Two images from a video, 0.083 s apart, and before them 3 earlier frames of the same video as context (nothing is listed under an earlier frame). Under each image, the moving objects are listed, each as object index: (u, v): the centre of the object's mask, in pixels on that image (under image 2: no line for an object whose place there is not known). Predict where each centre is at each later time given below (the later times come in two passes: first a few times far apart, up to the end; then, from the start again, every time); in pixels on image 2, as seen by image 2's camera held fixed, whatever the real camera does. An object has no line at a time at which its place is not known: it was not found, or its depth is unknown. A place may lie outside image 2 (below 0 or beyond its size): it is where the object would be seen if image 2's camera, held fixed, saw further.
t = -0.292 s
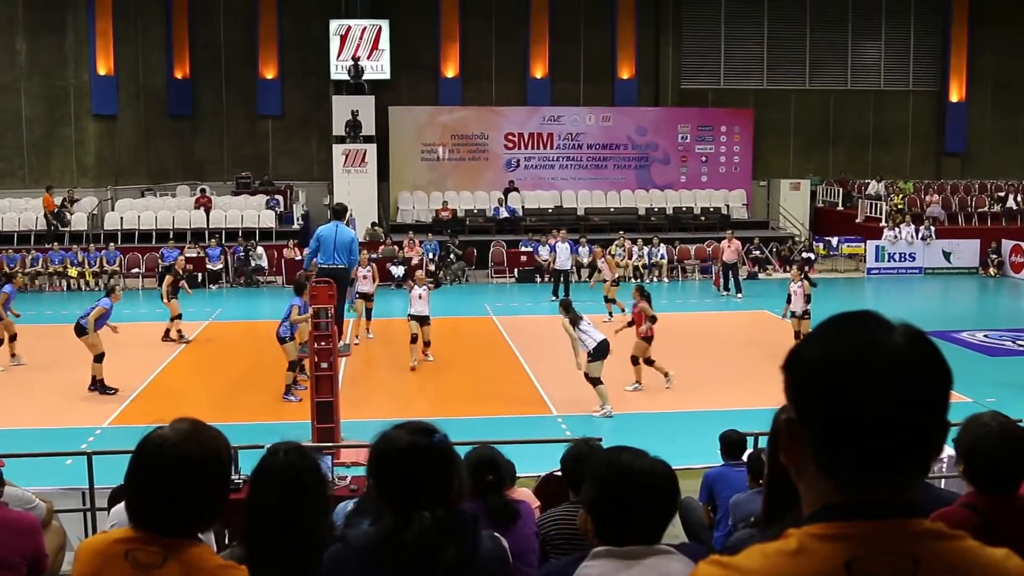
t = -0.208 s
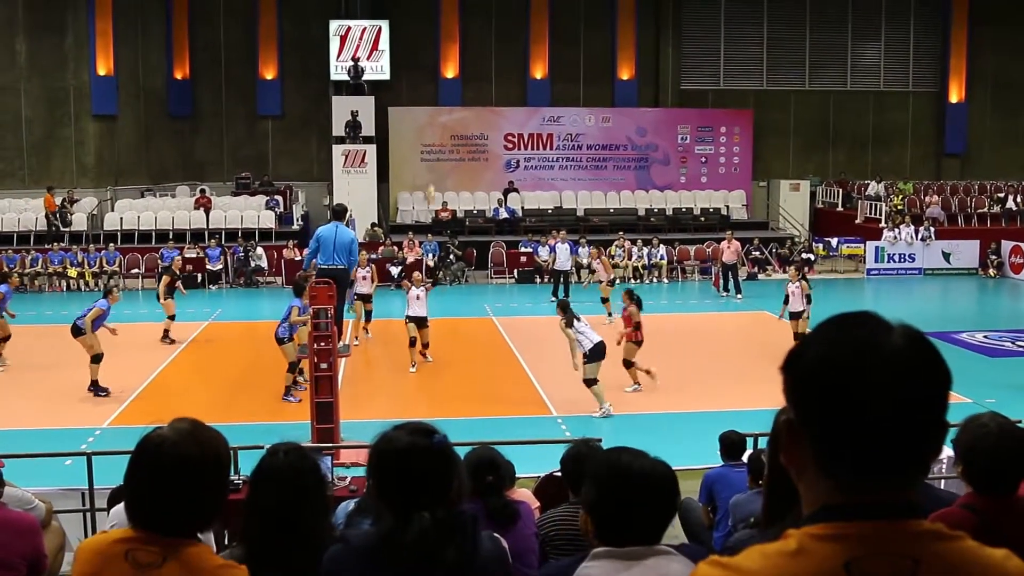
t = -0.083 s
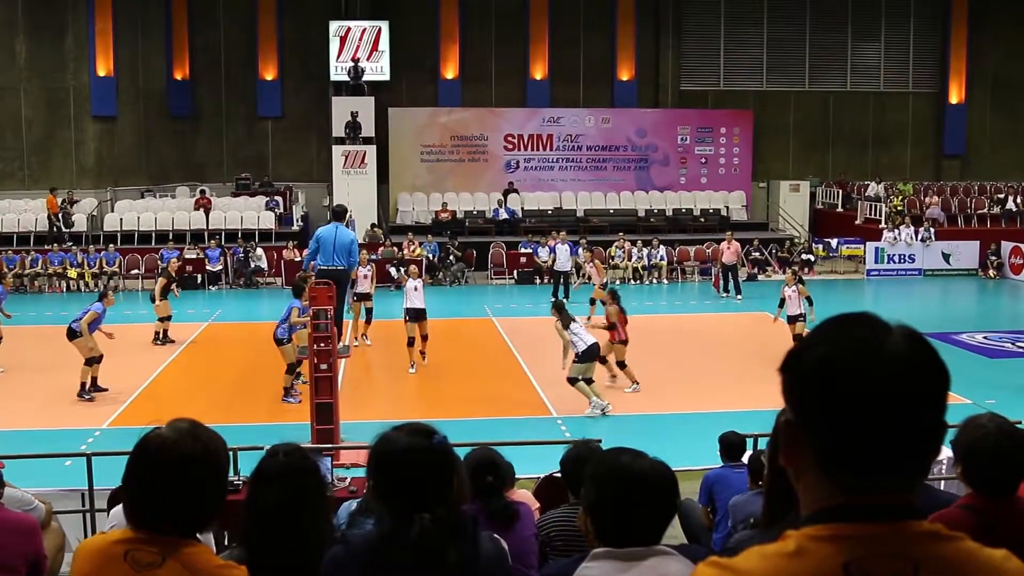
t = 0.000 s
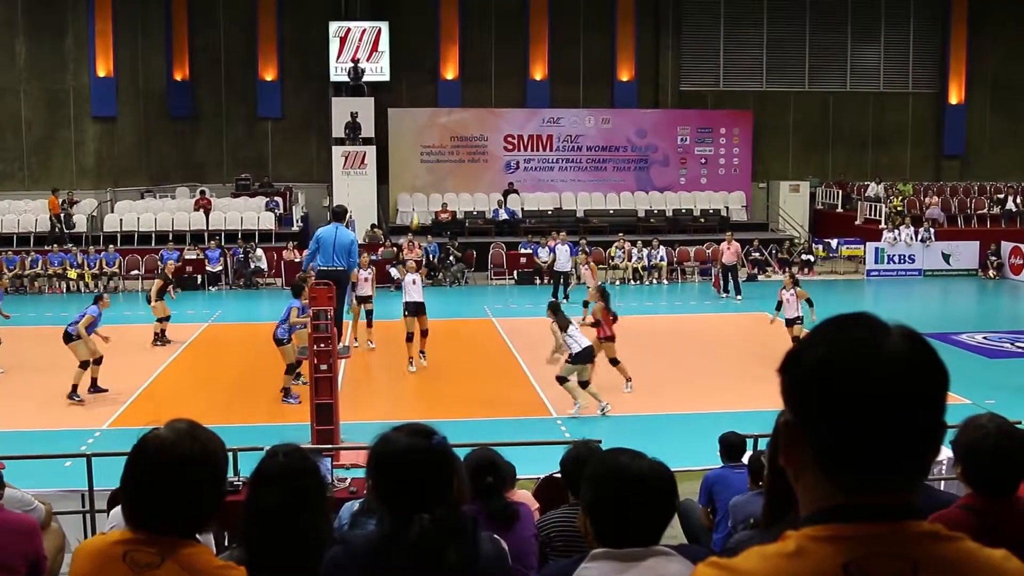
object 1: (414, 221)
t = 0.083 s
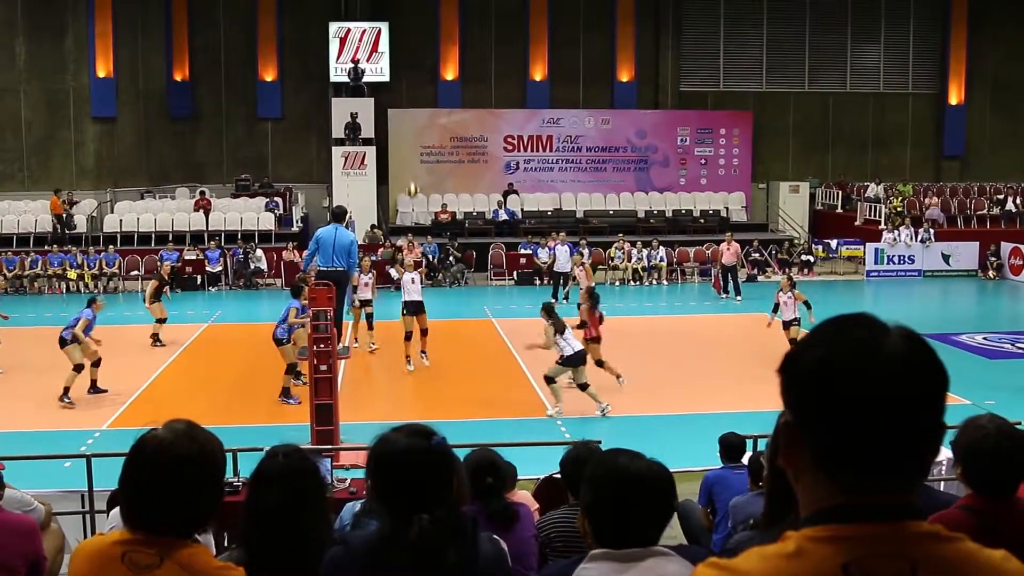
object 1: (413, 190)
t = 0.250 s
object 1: (410, 138)
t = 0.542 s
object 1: (405, 90)
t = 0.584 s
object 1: (404, 88)
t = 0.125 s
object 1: (412, 175)
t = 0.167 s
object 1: (411, 161)
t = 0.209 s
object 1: (411, 150)
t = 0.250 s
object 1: (410, 138)
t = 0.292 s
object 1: (409, 128)
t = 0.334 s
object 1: (408, 119)
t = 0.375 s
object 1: (409, 110)
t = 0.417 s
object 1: (407, 104)
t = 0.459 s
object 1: (407, 99)
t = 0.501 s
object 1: (406, 94)
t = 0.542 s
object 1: (405, 90)
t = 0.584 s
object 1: (404, 88)
